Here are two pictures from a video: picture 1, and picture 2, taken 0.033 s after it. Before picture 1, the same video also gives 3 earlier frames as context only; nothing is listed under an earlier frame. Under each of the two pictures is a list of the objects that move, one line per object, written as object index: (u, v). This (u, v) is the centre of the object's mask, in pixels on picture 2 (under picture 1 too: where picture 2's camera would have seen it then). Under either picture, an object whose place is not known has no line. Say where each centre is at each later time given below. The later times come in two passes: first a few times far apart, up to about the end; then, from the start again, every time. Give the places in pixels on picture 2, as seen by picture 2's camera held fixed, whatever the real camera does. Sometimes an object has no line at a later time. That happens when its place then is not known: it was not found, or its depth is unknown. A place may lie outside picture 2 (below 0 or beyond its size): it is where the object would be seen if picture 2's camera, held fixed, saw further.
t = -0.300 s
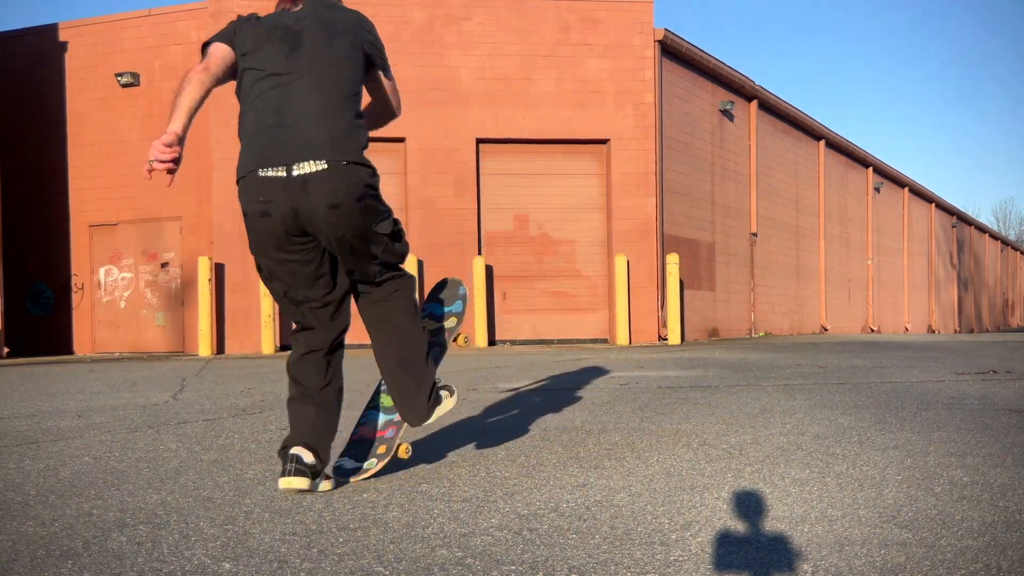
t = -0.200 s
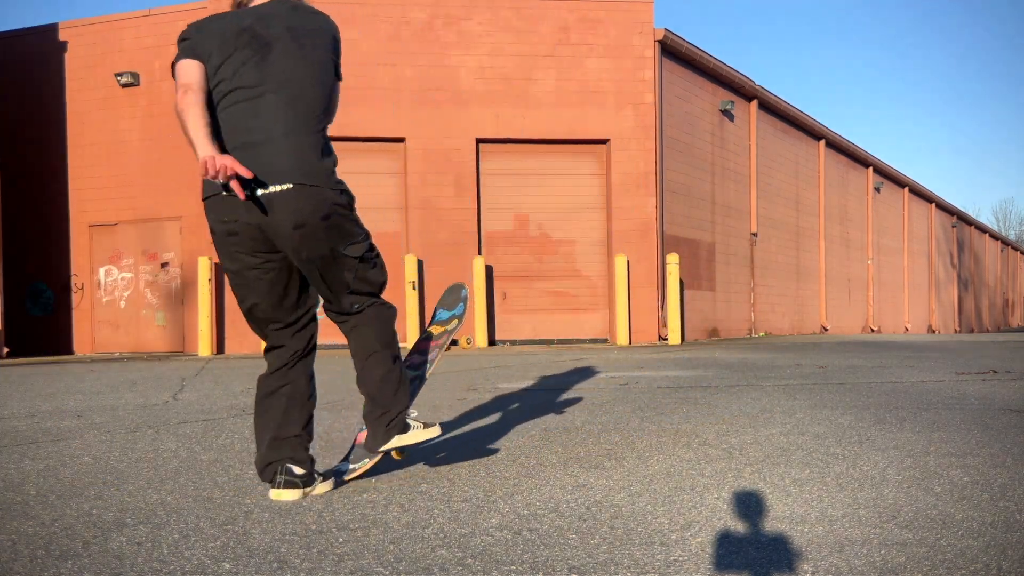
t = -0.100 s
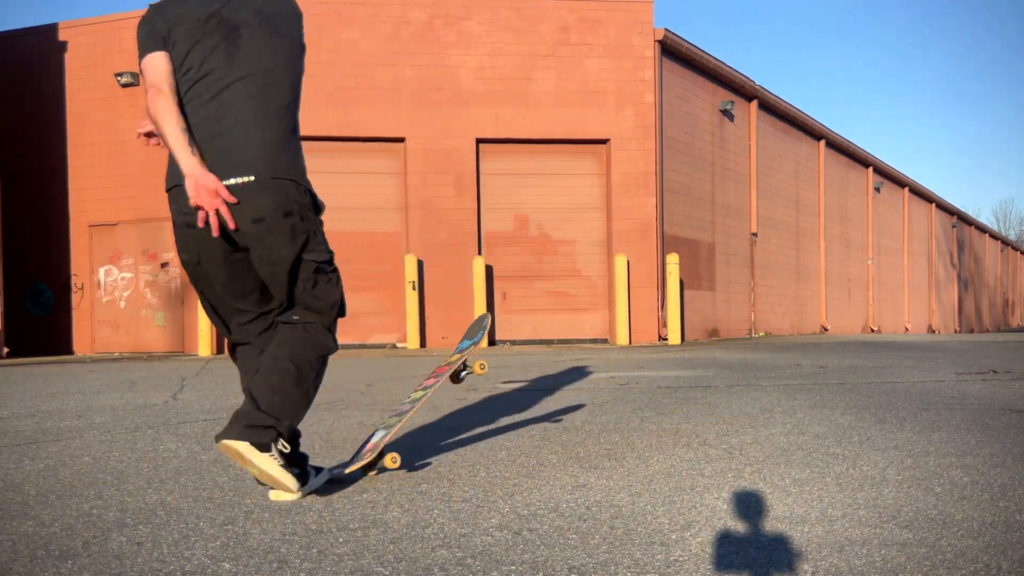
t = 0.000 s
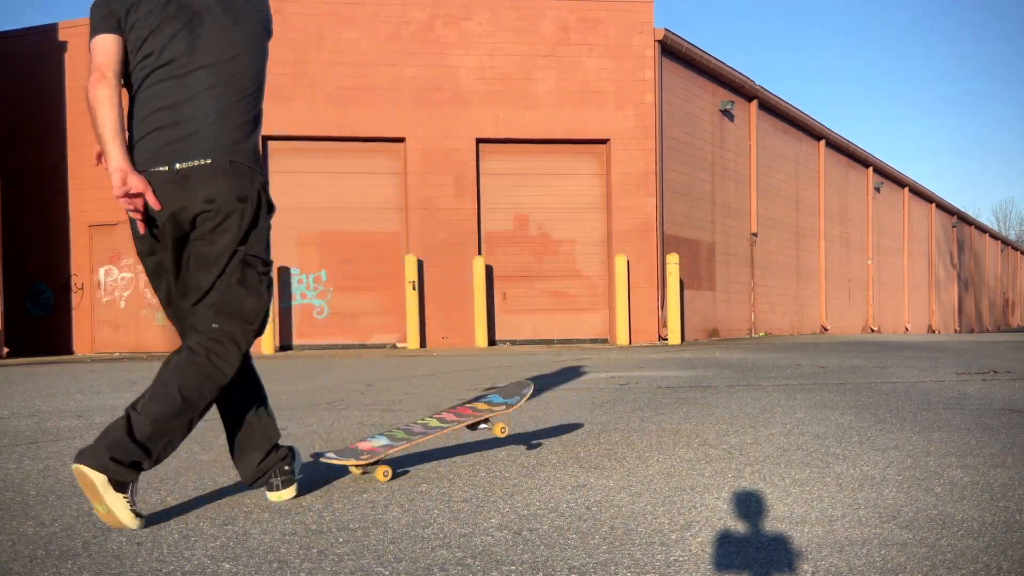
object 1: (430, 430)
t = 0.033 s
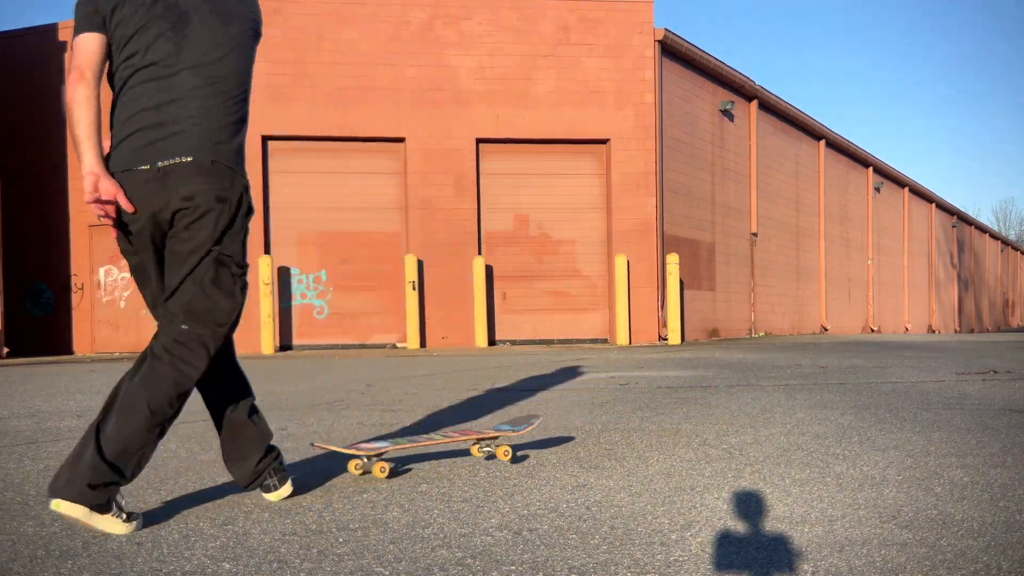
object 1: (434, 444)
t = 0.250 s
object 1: (442, 442)
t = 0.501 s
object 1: (451, 449)
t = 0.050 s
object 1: (434, 448)
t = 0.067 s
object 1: (436, 446)
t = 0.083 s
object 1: (437, 445)
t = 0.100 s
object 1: (438, 442)
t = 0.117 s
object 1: (437, 439)
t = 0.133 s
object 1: (438, 438)
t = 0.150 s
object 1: (438, 437)
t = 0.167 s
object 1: (438, 437)
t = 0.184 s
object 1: (440, 437)
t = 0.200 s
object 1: (441, 438)
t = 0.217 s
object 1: (441, 438)
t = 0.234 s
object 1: (441, 440)
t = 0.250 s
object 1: (442, 442)
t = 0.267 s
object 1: (443, 444)
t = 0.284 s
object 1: (444, 446)
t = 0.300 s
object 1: (446, 450)
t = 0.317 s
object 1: (446, 449)
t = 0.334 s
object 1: (447, 448)
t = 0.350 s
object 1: (448, 447)
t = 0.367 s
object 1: (448, 447)
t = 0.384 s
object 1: (448, 447)
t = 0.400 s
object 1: (449, 448)
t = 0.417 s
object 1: (450, 449)
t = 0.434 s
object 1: (450, 449)
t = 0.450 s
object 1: (450, 449)
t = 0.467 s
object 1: (450, 449)
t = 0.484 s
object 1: (451, 449)
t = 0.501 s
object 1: (451, 449)
